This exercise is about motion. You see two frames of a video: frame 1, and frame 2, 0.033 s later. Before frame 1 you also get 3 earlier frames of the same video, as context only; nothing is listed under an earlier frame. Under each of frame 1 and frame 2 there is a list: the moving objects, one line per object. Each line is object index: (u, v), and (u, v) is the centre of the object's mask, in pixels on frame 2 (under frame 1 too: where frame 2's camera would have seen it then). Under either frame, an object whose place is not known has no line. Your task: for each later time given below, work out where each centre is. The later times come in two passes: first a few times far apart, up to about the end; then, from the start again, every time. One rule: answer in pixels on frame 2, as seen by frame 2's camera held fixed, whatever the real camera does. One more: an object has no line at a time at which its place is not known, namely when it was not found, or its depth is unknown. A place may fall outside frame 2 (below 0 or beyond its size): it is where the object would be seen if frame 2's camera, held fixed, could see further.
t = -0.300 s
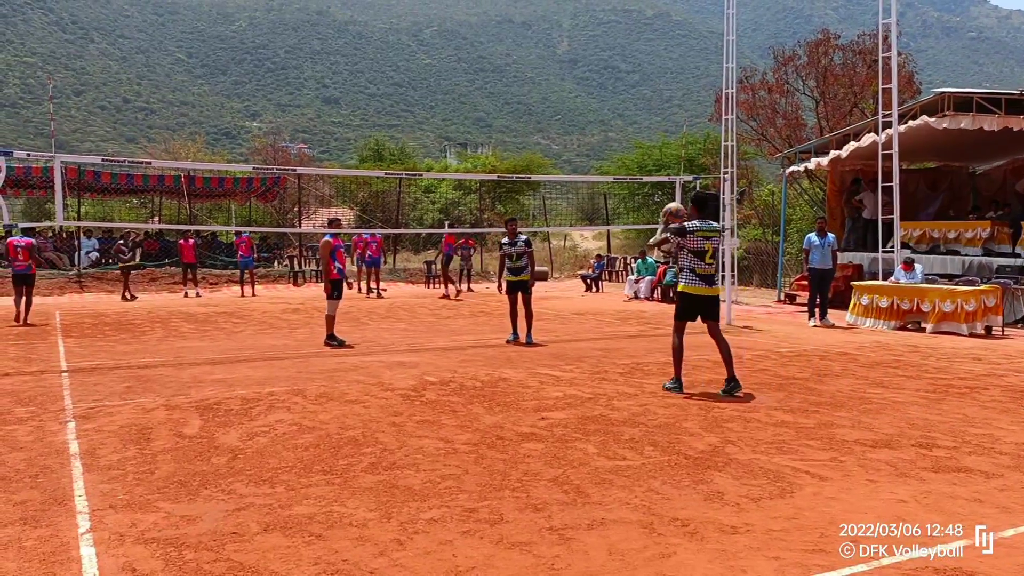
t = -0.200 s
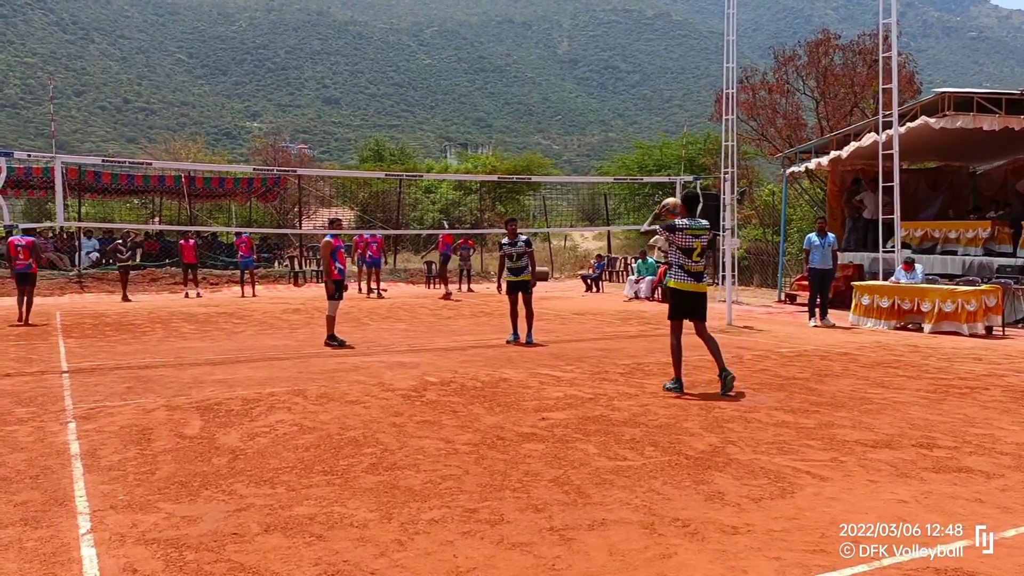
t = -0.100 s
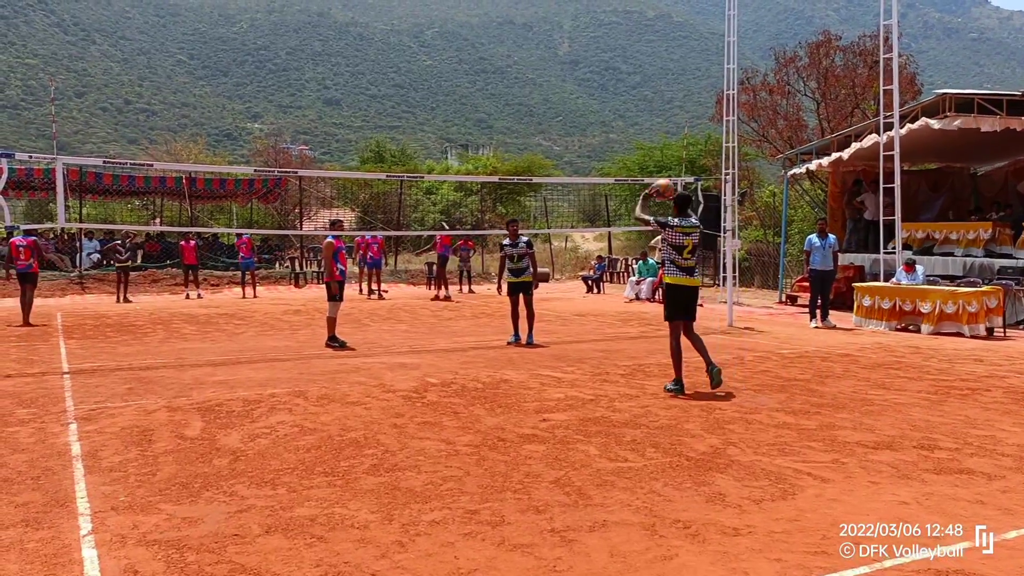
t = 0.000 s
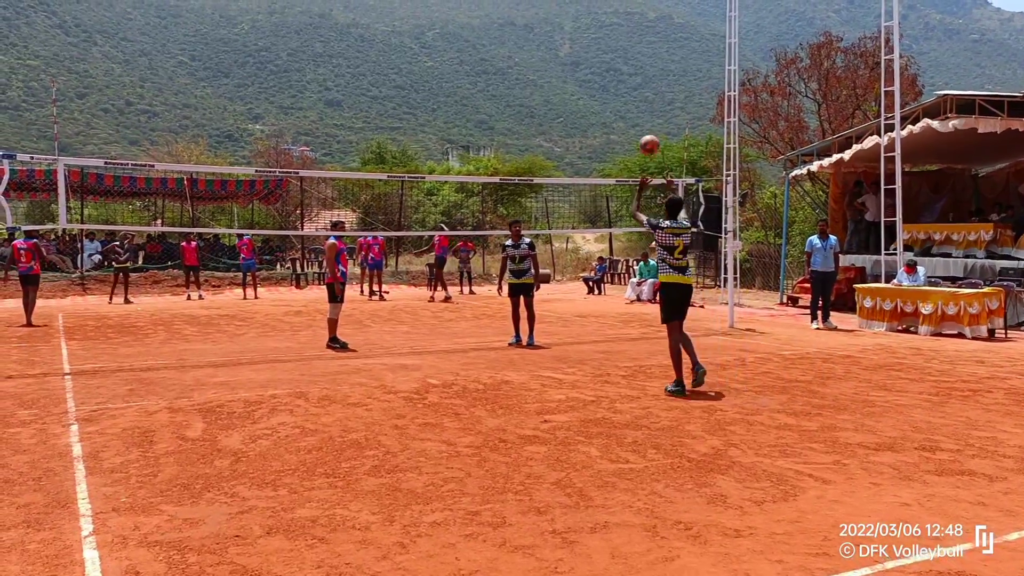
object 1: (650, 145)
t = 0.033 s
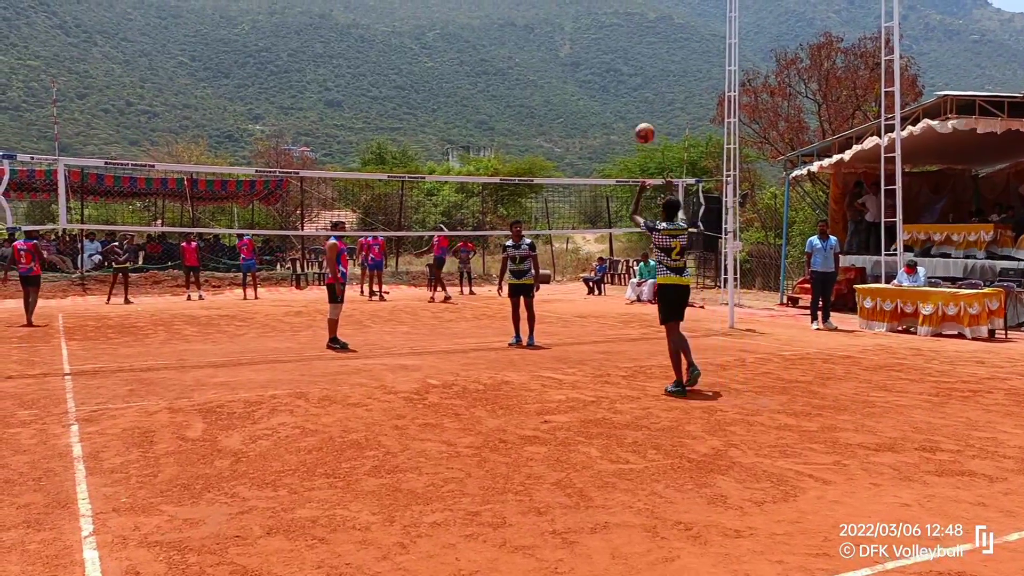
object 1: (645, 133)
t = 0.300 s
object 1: (611, 80)
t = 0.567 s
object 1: (585, 92)
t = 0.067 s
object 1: (640, 122)
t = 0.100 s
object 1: (636, 112)
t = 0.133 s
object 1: (631, 104)
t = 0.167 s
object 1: (627, 97)
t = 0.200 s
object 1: (623, 91)
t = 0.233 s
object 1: (619, 86)
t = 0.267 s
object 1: (615, 82)
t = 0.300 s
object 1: (611, 80)
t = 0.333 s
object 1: (607, 78)
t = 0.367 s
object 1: (604, 77)
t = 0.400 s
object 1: (600, 77)
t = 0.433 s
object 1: (597, 79)
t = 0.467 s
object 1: (594, 81)
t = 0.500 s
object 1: (591, 84)
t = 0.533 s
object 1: (588, 87)
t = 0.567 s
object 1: (585, 92)
